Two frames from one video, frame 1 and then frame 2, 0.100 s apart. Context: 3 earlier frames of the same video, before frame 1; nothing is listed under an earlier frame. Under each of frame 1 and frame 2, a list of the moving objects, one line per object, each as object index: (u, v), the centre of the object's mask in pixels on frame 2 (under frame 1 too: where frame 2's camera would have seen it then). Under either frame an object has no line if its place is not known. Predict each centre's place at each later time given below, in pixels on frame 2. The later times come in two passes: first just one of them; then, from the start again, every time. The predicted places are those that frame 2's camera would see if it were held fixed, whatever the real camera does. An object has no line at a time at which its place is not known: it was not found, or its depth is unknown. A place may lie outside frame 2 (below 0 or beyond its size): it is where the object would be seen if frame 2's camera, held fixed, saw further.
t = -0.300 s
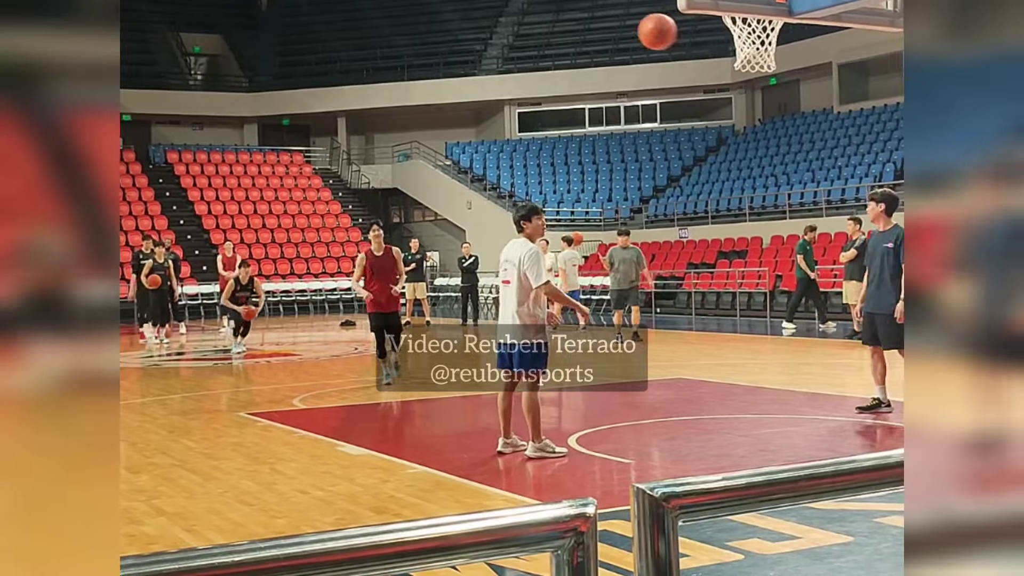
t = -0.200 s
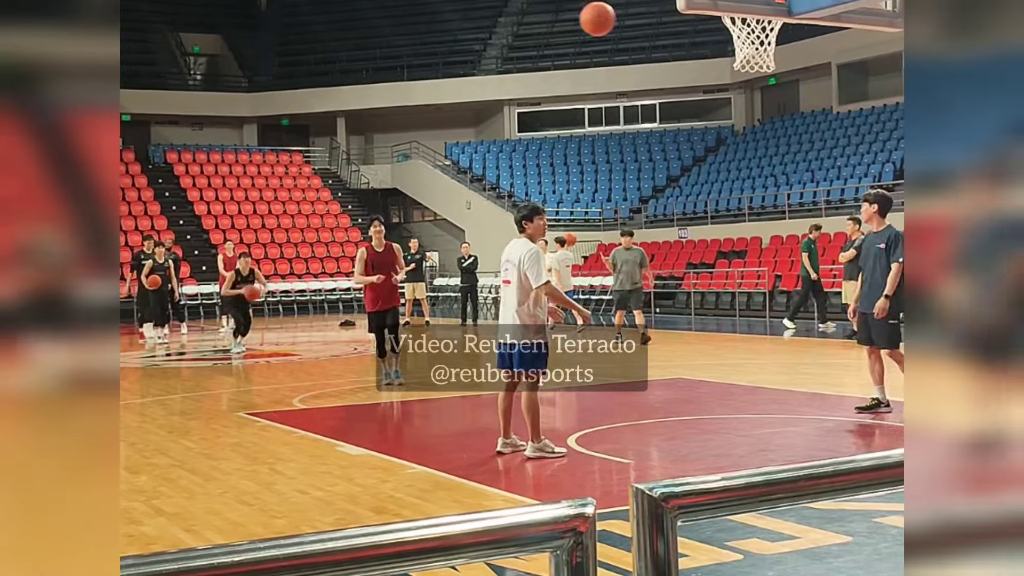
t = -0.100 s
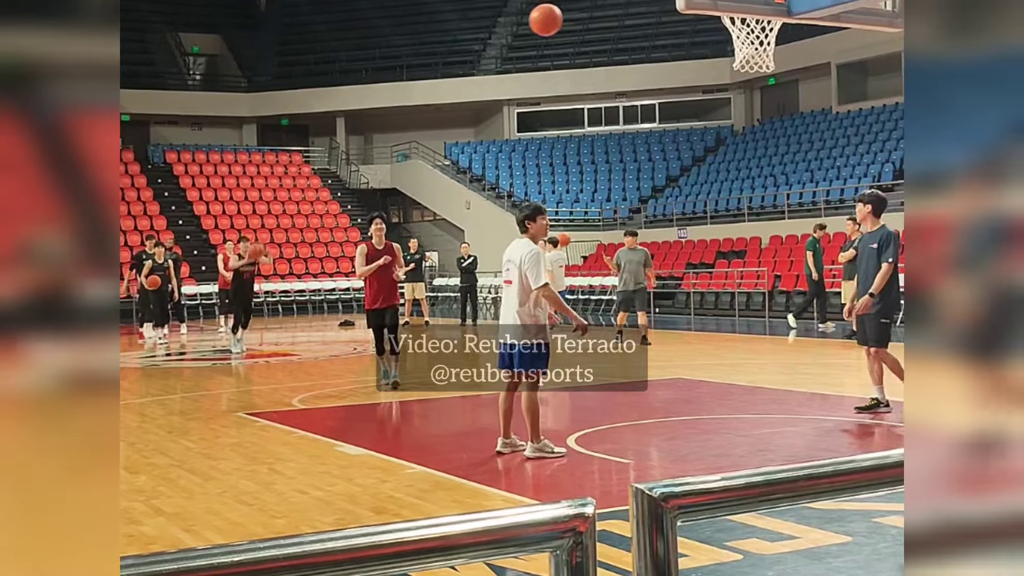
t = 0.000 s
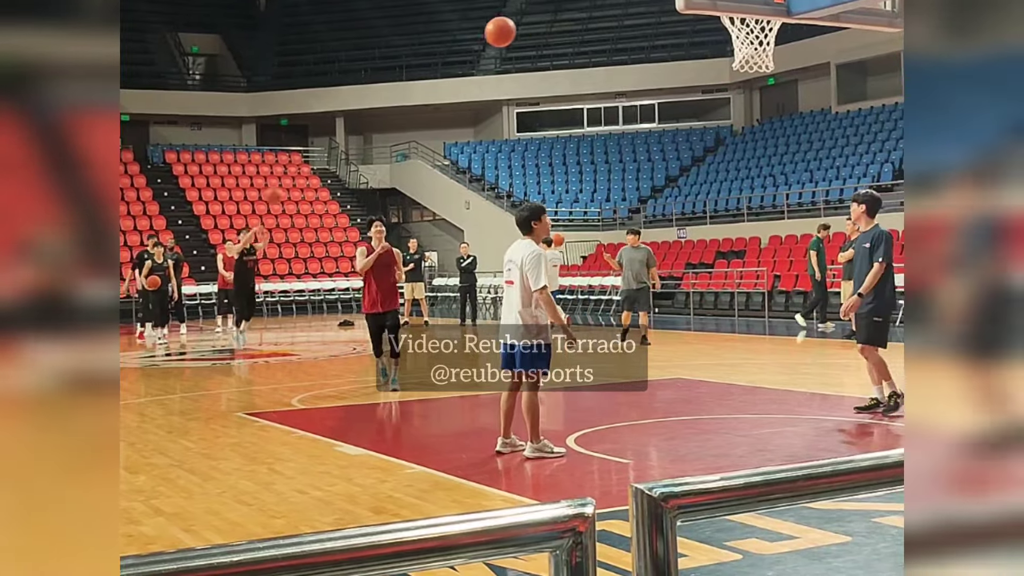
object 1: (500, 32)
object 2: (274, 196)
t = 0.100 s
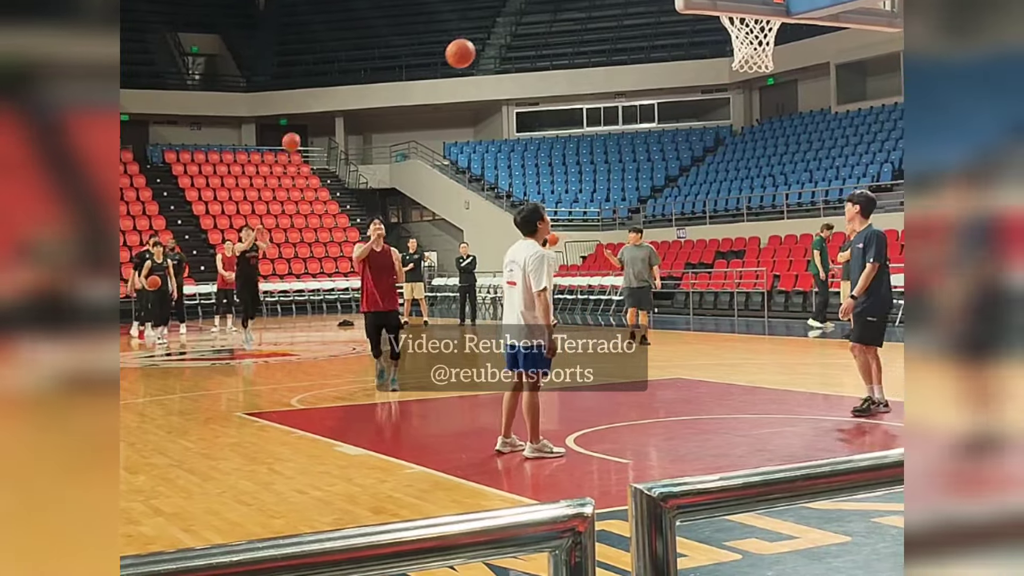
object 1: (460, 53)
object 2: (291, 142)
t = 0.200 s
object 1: (425, 83)
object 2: (311, 91)
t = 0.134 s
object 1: (448, 63)
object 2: (298, 125)
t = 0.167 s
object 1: (437, 72)
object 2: (304, 109)
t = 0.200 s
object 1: (425, 83)
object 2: (311, 91)
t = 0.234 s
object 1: (414, 96)
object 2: (317, 75)
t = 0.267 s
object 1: (404, 108)
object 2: (324, 59)
